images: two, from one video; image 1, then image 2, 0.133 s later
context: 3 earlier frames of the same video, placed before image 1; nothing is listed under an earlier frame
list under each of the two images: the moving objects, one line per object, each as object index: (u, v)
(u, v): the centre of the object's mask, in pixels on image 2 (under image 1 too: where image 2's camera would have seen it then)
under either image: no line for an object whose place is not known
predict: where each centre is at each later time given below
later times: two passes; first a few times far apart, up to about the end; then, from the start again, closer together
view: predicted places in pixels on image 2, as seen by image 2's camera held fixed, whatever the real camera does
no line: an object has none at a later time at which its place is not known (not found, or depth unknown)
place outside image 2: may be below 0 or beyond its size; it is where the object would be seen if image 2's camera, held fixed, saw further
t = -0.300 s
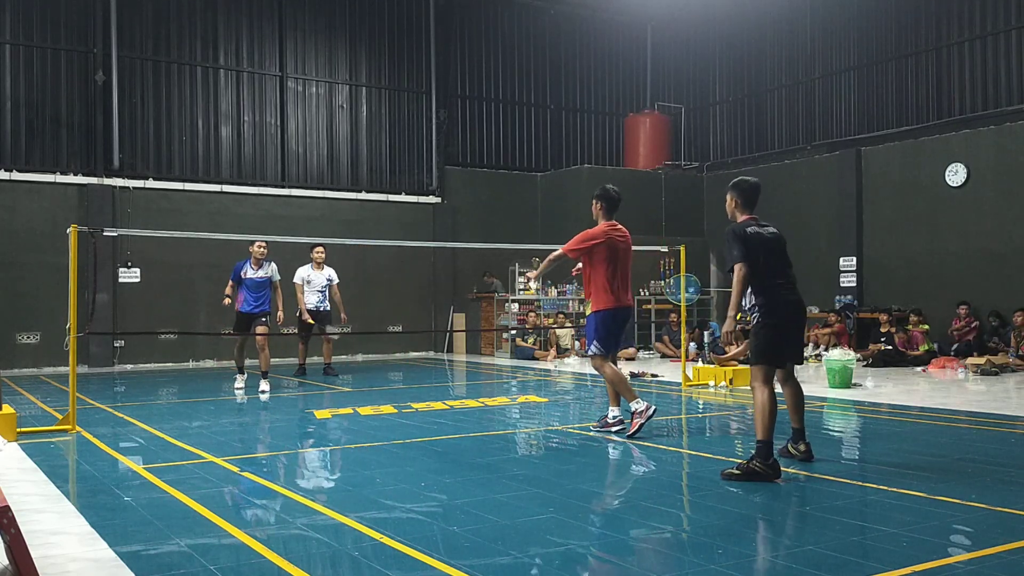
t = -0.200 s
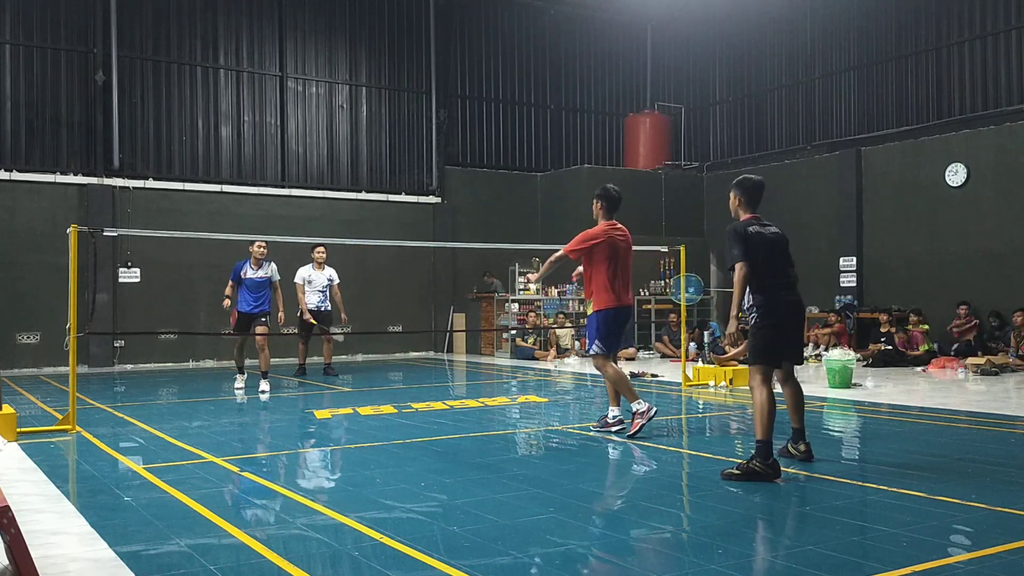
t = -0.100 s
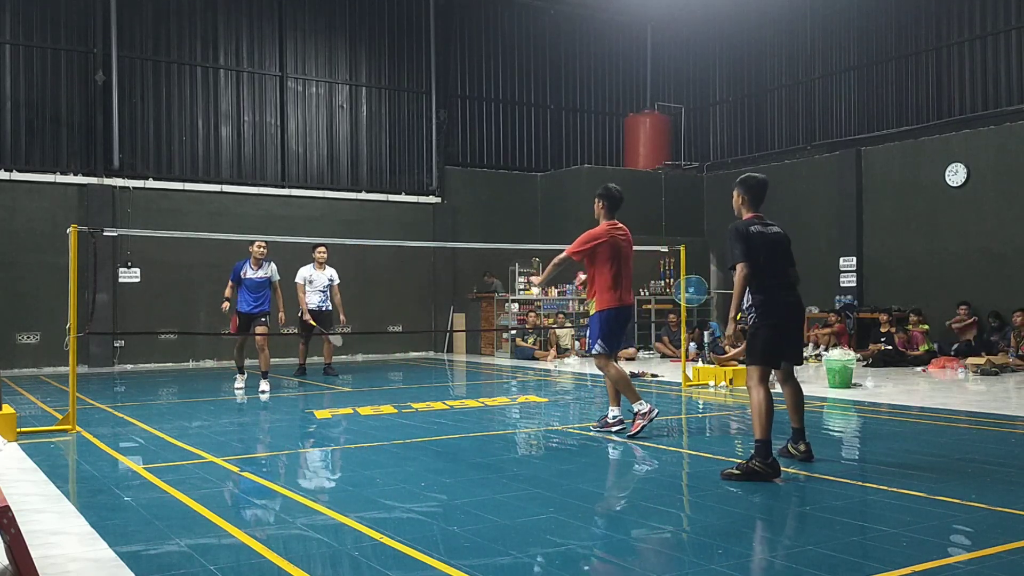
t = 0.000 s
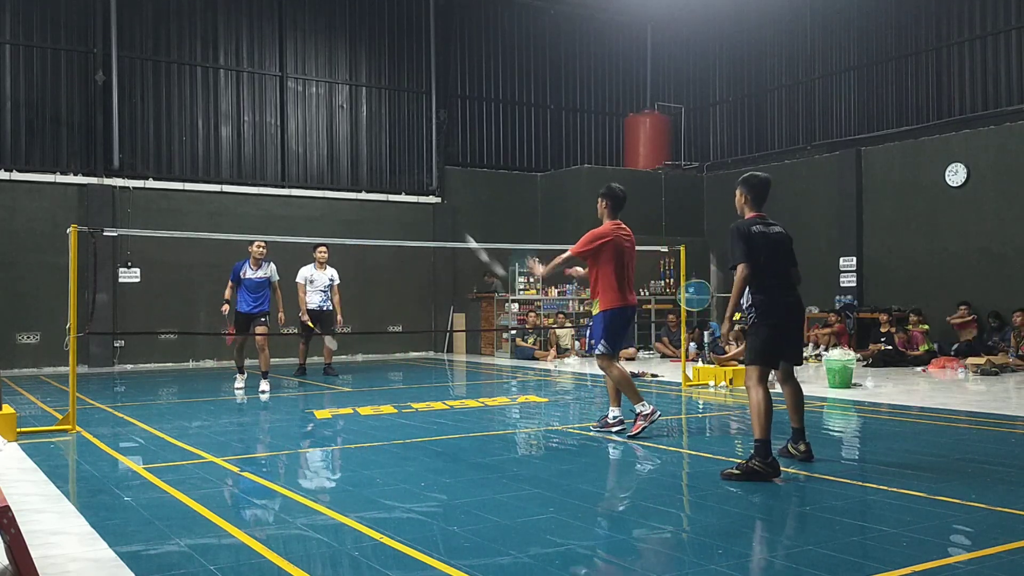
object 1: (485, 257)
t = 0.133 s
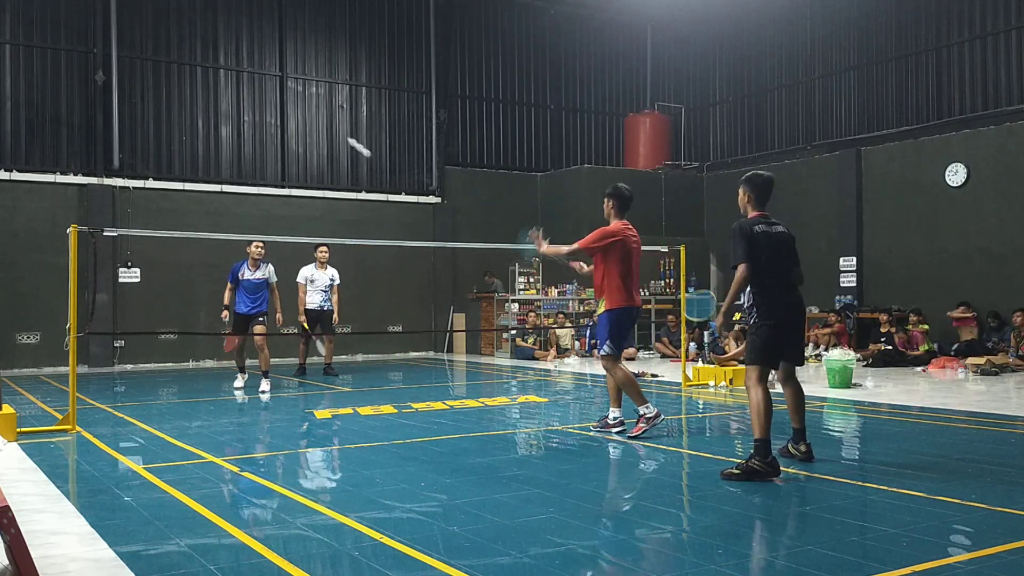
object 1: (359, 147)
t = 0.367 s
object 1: (252, 86)
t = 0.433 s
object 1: (231, 82)
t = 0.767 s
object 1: (168, 116)
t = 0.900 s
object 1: (152, 147)
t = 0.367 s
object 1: (252, 86)
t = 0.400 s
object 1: (242, 83)
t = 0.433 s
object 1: (231, 82)
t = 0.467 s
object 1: (223, 82)
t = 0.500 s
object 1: (215, 83)
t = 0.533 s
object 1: (208, 85)
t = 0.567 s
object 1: (201, 87)
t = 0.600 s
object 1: (195, 90)
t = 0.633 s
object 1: (188, 94)
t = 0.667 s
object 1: (183, 98)
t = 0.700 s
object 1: (177, 104)
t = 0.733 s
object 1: (172, 110)
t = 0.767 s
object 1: (168, 116)
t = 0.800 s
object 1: (164, 123)
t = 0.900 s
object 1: (152, 147)
